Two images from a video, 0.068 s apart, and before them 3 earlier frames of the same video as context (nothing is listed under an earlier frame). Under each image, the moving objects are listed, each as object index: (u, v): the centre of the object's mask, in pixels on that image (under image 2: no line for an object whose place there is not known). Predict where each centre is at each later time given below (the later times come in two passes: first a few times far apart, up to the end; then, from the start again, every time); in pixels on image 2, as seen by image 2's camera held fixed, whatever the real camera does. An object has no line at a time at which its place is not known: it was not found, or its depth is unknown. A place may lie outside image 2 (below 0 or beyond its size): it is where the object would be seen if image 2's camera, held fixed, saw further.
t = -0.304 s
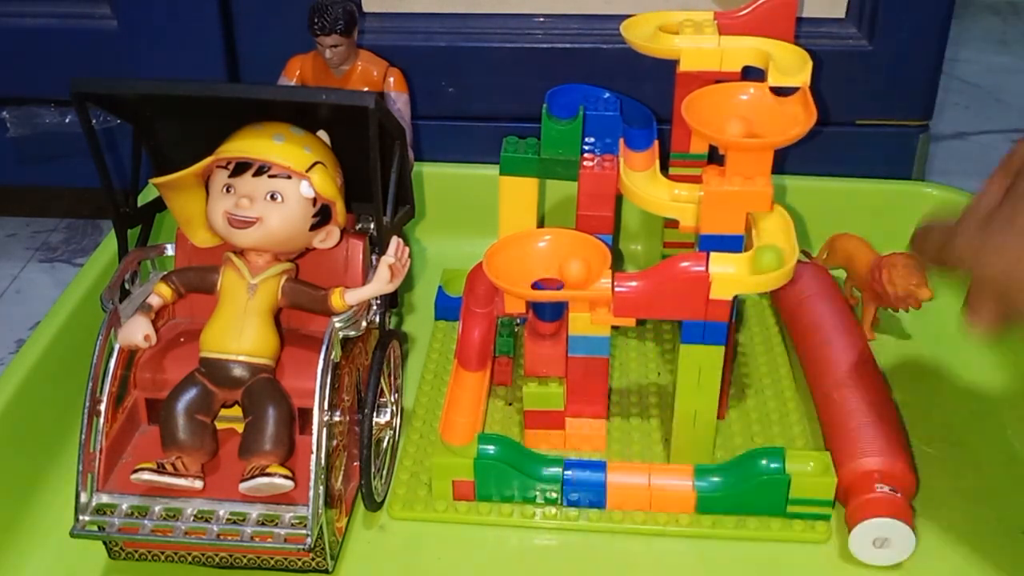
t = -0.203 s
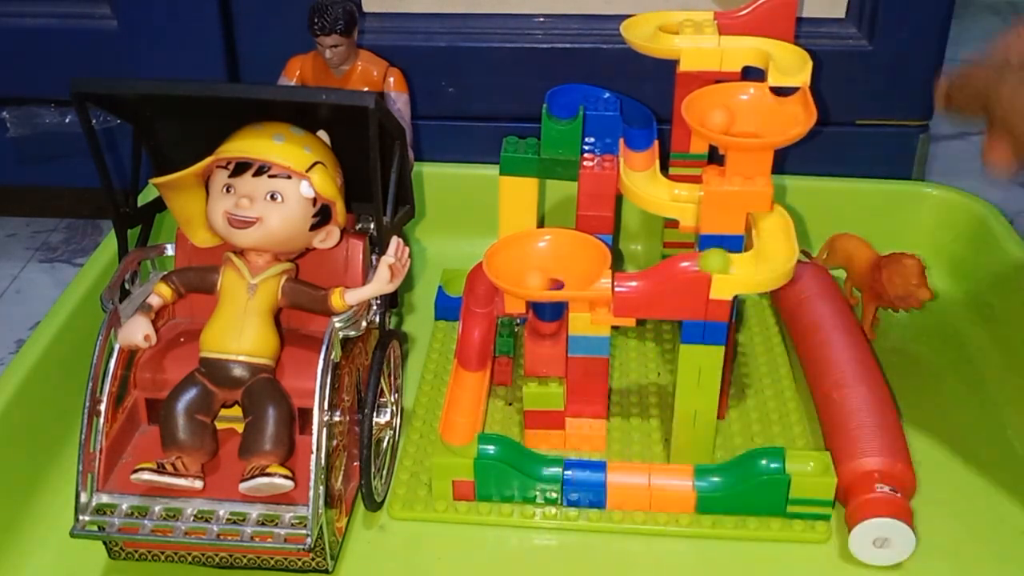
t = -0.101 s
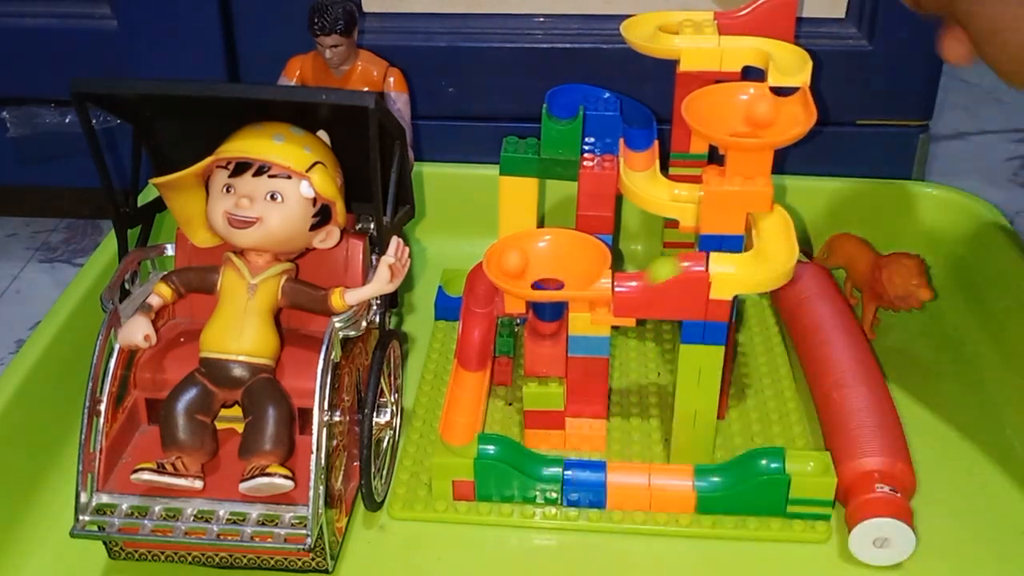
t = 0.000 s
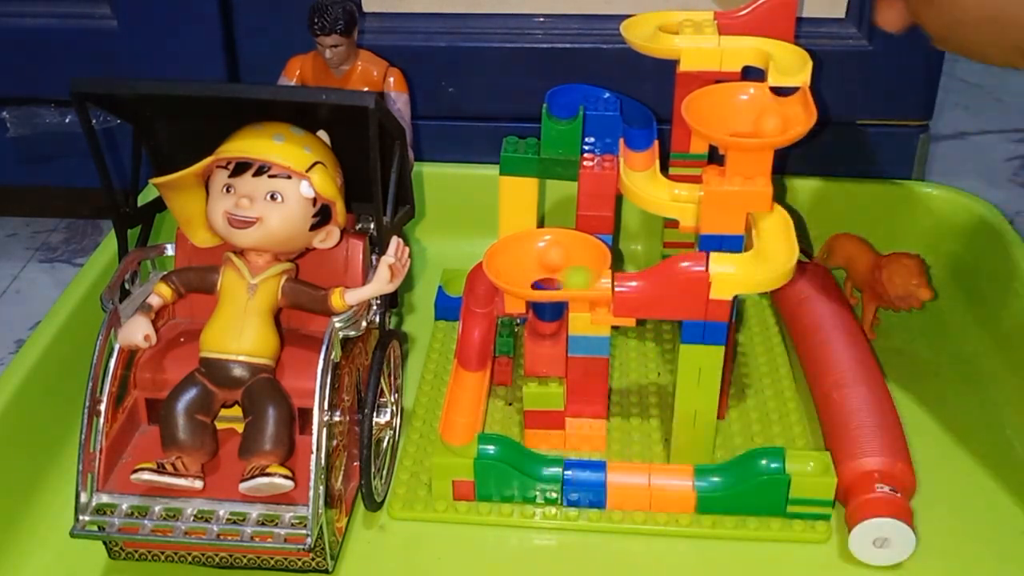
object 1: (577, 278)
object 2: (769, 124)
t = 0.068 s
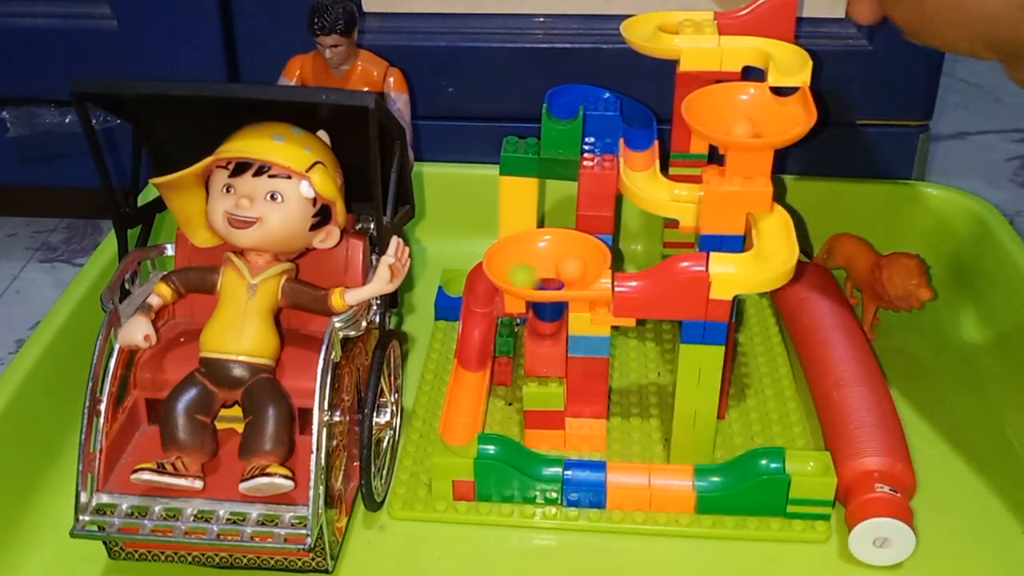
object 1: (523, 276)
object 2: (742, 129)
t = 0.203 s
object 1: (544, 244)
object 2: (721, 119)
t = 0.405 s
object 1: (532, 278)
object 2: (766, 127)
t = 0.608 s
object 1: (563, 250)
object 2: (723, 119)
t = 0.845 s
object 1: (509, 269)
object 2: (746, 128)
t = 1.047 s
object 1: (572, 264)
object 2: (743, 110)
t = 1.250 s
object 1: (511, 268)
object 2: (738, 126)
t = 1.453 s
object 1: (570, 268)
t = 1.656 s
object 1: (514, 269)
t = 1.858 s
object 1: (566, 265)
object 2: (706, 260)
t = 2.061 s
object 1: (523, 274)
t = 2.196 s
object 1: (539, 256)
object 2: (511, 251)
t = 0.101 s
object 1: (503, 264)
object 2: (727, 127)
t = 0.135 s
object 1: (505, 252)
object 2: (717, 121)
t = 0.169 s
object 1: (522, 245)
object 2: (715, 119)
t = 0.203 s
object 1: (544, 244)
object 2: (721, 119)
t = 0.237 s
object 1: (566, 247)
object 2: (734, 118)
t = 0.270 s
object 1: (580, 254)
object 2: (749, 117)
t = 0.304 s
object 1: (583, 264)
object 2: (763, 116)
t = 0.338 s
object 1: (573, 275)
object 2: (772, 118)
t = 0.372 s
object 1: (552, 279)
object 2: (772, 122)
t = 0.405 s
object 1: (532, 278)
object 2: (766, 127)
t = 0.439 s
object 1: (513, 272)
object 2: (751, 130)
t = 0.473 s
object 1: (505, 265)
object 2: (739, 128)
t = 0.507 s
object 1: (511, 256)
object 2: (725, 125)
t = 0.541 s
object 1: (525, 249)
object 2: (716, 121)
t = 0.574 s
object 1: (545, 248)
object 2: (716, 119)
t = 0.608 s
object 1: (563, 250)
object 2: (723, 119)
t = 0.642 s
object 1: (574, 258)
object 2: (737, 119)
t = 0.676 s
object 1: (577, 267)
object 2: (750, 121)
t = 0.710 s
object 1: (568, 276)
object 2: (762, 123)
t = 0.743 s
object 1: (551, 278)
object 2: (766, 125)
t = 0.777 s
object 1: (535, 278)
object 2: (763, 127)
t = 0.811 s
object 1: (517, 274)
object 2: (756, 130)
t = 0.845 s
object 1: (509, 269)
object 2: (746, 128)
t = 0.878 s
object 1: (511, 261)
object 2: (735, 127)
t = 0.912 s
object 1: (523, 255)
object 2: (726, 125)
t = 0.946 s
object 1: (539, 251)
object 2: (723, 121)
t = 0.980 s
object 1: (556, 251)
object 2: (726, 118)
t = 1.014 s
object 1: (568, 256)
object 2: (733, 117)
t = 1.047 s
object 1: (572, 264)
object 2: (743, 110)
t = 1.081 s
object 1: (569, 273)
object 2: (756, 122)
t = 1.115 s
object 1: (555, 278)
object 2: (754, 127)
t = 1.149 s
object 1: (541, 278)
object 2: (744, 127)
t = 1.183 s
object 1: (525, 276)
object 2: (740, 127)
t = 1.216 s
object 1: (514, 272)
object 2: (738, 126)
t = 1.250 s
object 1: (511, 268)
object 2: (738, 126)
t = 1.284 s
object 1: (518, 261)
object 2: (741, 127)
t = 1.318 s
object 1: (530, 256)
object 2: (744, 128)
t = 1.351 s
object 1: (547, 254)
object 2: (746, 132)
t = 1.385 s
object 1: (560, 256)
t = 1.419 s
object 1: (569, 261)
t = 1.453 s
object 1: (570, 268)
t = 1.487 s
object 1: (563, 275)
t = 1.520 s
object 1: (550, 278)
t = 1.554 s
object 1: (537, 278)
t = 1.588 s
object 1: (523, 275)
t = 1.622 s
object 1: (515, 272)
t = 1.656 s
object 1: (514, 269)
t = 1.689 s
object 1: (519, 263)
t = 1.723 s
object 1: (527, 254)
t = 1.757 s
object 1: (540, 252)
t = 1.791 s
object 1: (551, 255)
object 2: (740, 263)
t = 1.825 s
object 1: (560, 260)
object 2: (722, 261)
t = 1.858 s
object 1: (566, 265)
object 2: (706, 260)
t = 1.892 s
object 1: (566, 271)
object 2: (690, 260)
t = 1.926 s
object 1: (561, 276)
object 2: (668, 266)
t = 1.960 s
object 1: (552, 278)
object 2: (645, 278)
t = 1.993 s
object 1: (542, 278)
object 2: (614, 277)
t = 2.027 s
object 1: (532, 277)
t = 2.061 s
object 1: (523, 274)
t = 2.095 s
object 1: (517, 267)
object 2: (535, 280)
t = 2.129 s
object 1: (525, 257)
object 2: (515, 273)
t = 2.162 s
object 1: (530, 257)
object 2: (502, 260)
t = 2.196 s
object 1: (539, 256)
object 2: (511, 251)
